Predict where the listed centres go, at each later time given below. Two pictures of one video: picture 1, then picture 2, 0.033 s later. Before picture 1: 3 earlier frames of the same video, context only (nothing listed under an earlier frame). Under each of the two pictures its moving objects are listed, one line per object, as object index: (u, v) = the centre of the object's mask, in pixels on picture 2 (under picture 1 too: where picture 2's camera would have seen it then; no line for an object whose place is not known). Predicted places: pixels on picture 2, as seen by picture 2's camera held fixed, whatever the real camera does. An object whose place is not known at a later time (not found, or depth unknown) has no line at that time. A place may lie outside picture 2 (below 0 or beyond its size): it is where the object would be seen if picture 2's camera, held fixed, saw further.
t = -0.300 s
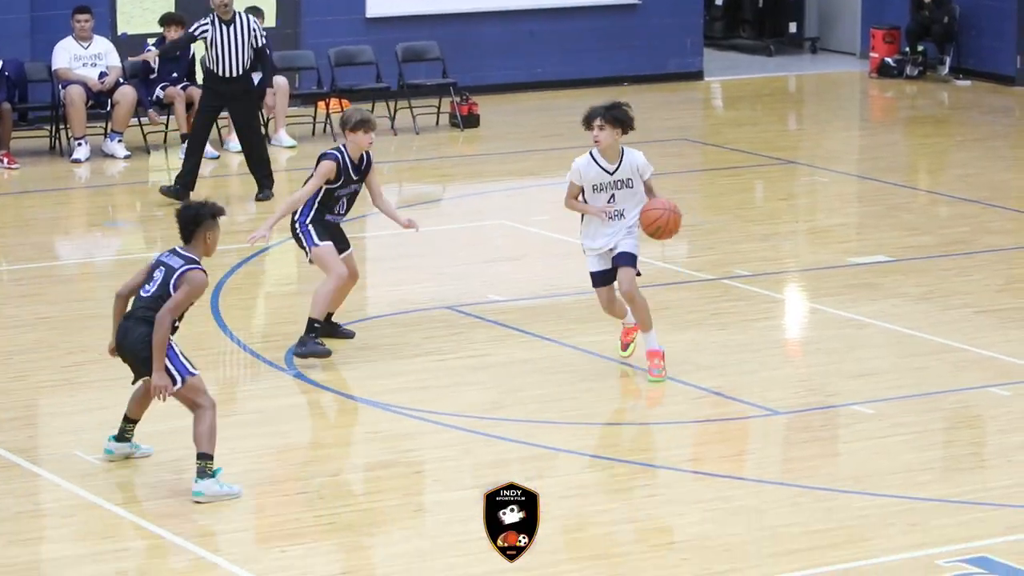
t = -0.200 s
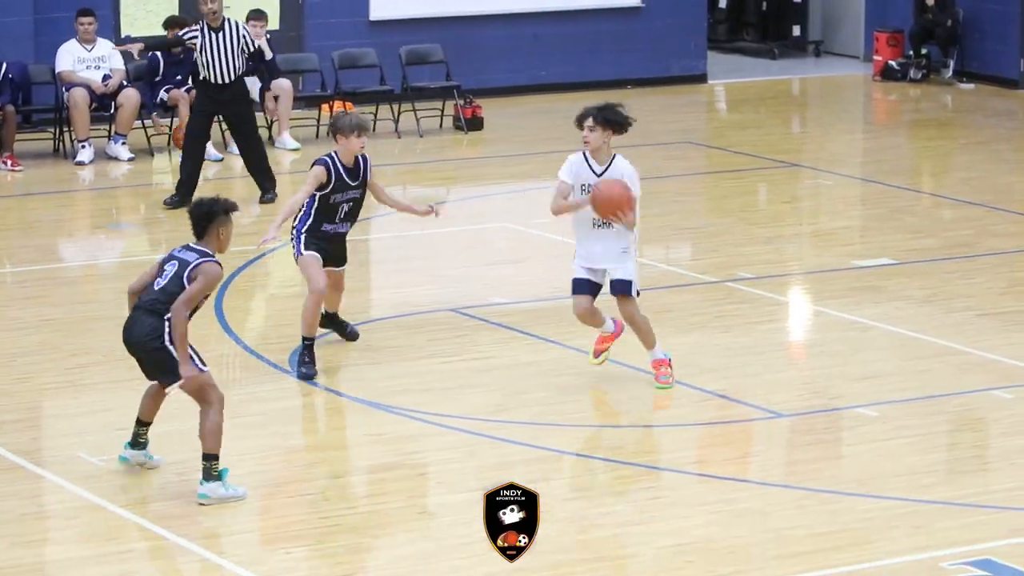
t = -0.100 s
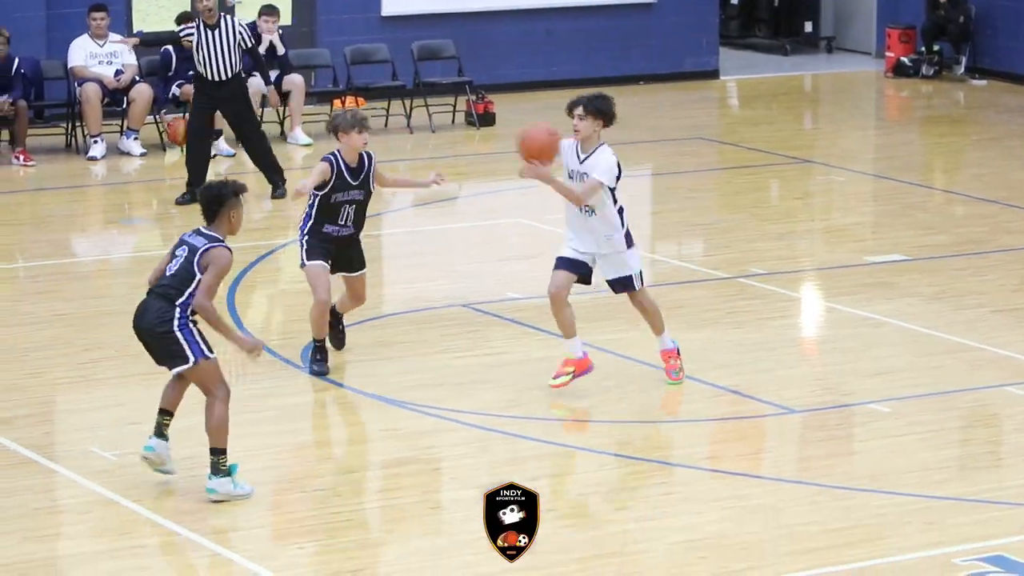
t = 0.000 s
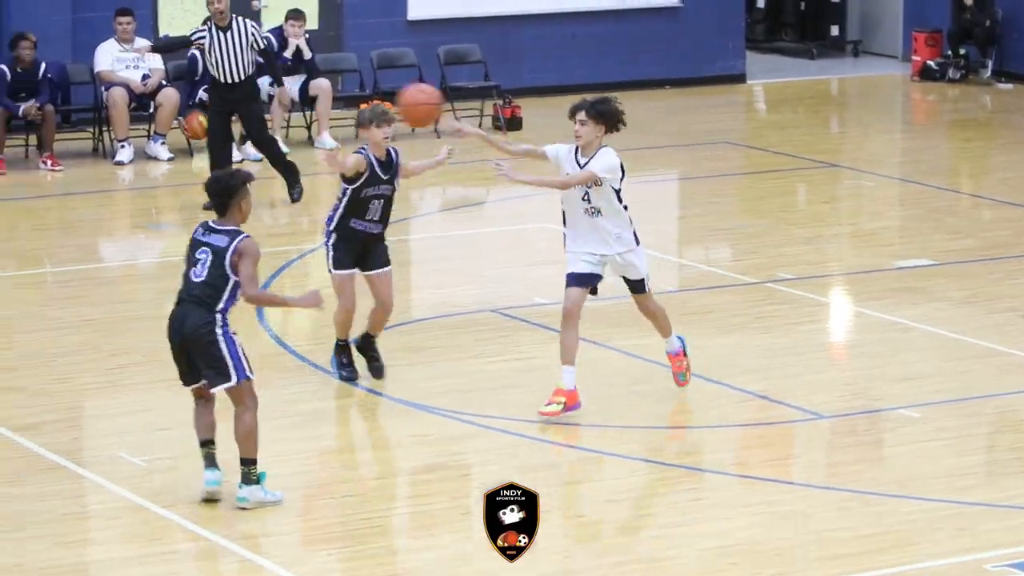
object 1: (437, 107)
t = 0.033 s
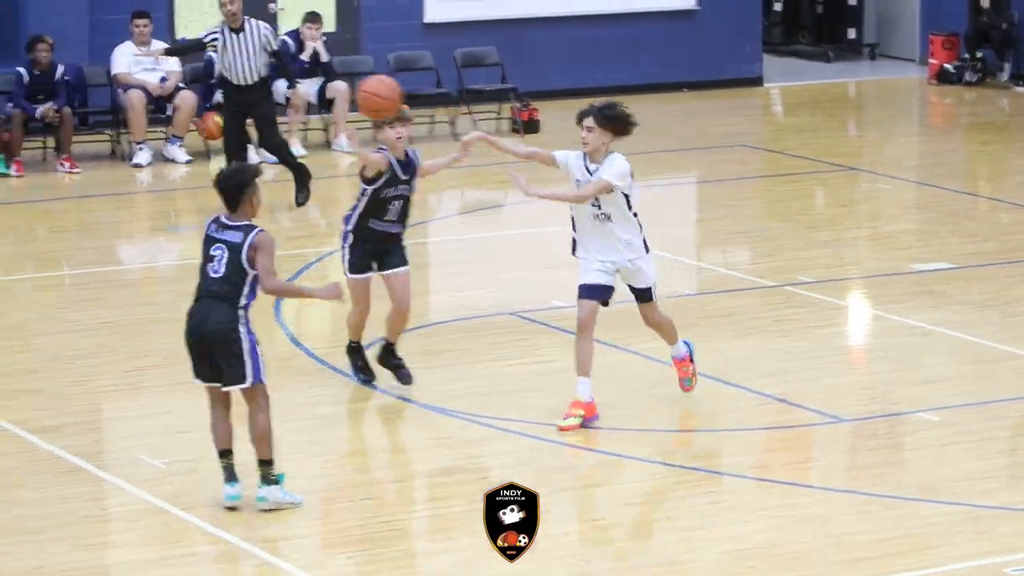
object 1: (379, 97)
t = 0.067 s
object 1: (322, 88)
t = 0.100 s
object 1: (263, 81)
